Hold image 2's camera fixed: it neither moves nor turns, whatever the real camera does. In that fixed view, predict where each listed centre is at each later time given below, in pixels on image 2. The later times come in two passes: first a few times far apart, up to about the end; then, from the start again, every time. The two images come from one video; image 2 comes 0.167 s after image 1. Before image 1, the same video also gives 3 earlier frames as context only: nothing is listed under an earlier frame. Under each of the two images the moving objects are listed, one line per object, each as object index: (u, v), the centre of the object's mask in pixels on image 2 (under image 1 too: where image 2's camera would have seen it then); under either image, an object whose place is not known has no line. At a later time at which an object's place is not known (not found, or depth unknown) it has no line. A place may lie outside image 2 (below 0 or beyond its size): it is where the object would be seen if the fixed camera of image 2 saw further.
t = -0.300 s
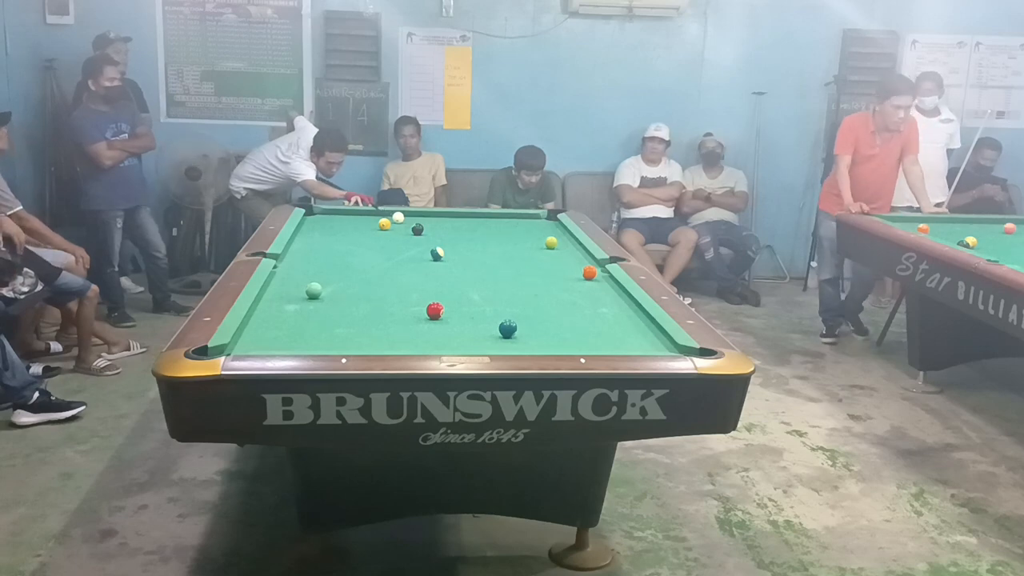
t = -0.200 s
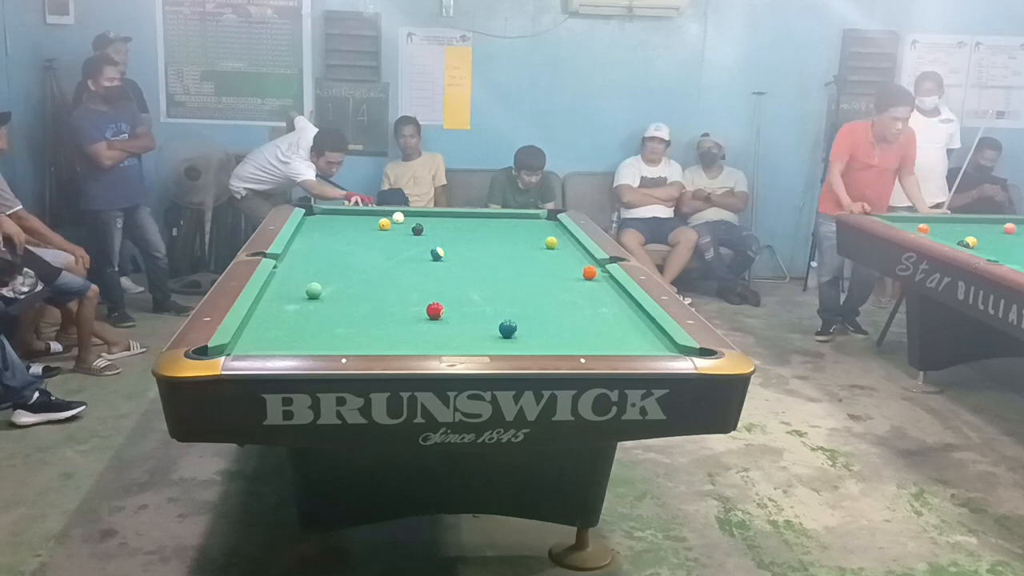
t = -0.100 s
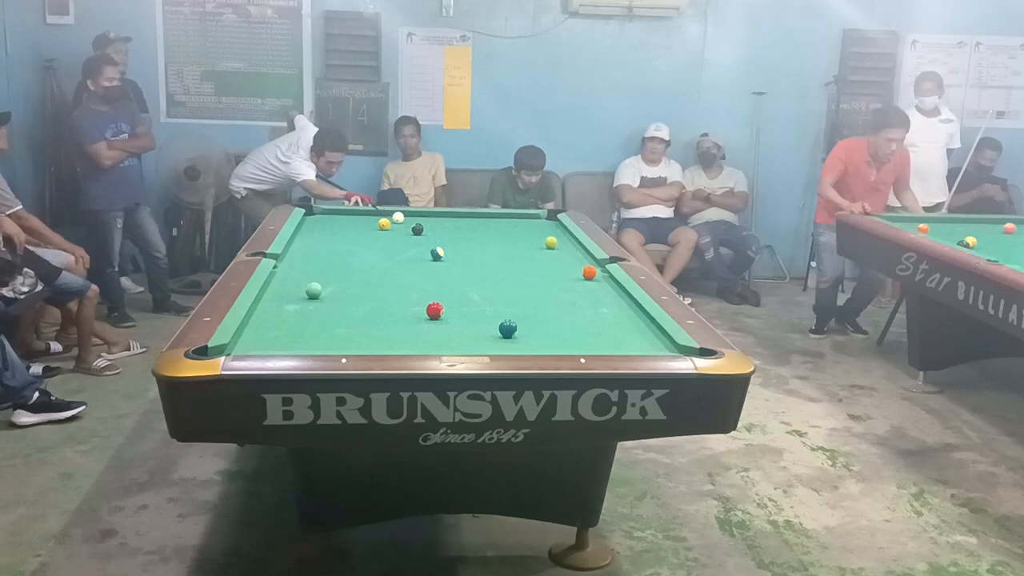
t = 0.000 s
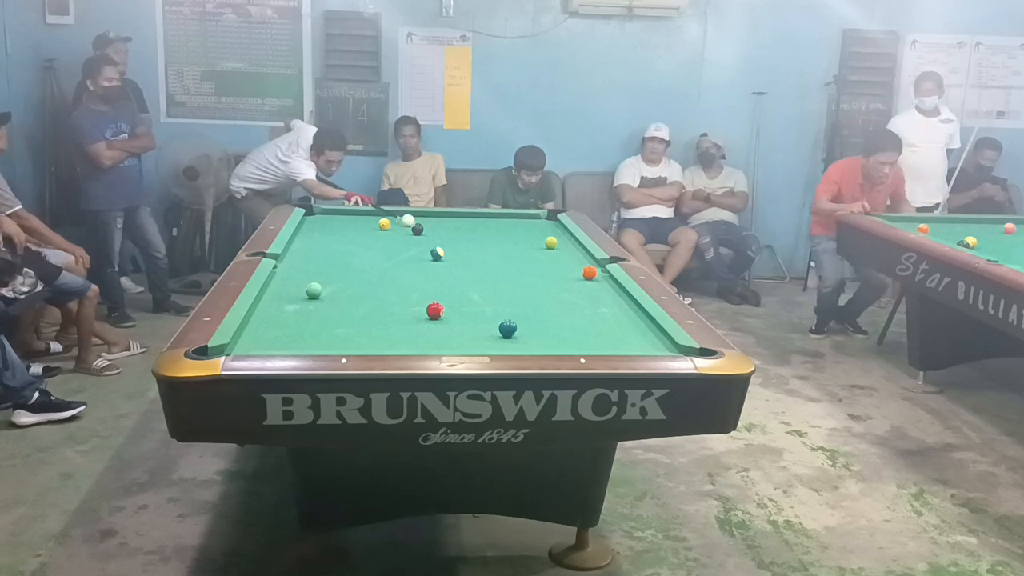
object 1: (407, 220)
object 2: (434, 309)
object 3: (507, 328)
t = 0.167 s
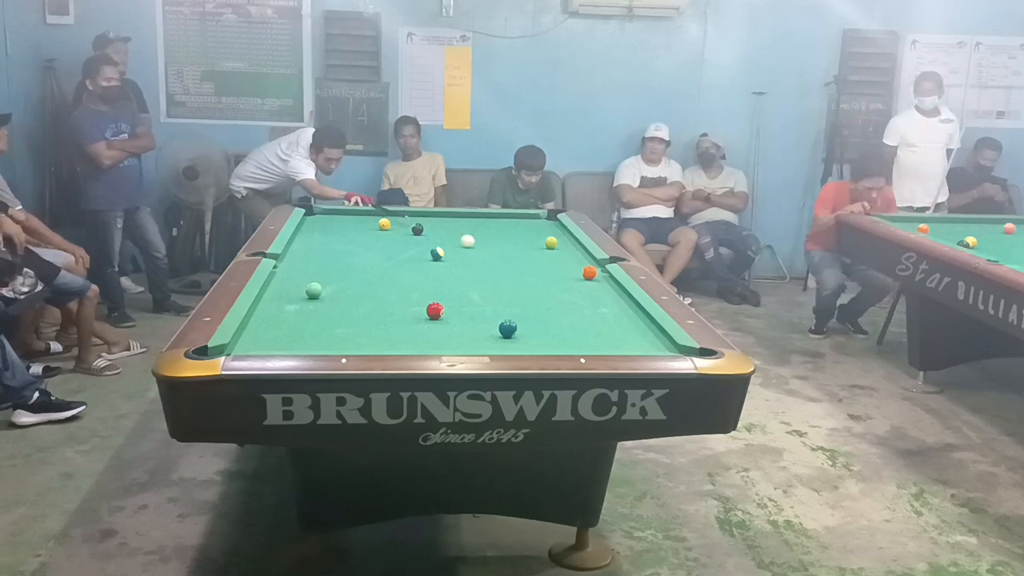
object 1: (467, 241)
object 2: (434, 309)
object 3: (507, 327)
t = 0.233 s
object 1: (492, 250)
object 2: (434, 309)
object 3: (507, 327)
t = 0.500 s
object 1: (615, 291)
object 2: (434, 309)
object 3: (507, 327)
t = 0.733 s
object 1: (607, 334)
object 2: (434, 309)
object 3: (507, 327)
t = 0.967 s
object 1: (531, 334)
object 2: (434, 309)
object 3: (507, 327)
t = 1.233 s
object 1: (501, 329)
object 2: (424, 307)
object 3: (445, 314)
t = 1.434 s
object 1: (479, 326)
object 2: (396, 300)
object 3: (432, 312)
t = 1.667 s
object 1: (456, 322)
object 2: (366, 292)
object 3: (417, 309)
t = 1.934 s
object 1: (431, 319)
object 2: (335, 283)
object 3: (401, 307)
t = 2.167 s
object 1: (411, 316)
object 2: (310, 276)
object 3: (389, 305)
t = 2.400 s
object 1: (392, 313)
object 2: (287, 271)
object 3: (378, 303)
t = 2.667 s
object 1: (373, 310)
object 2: (291, 266)
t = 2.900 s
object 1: (357, 308)
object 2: (303, 263)
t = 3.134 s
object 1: (343, 307)
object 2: (314, 261)
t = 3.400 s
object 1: (328, 305)
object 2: (325, 258)
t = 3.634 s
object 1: (317, 303)
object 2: (333, 256)
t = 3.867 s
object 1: (306, 302)
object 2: (340, 254)
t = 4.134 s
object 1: (297, 301)
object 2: (347, 252)
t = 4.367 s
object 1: (289, 301)
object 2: (353, 251)
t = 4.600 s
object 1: (282, 300)
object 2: (357, 250)
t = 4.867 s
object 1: (277, 300)
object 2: (361, 249)
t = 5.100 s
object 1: (273, 299)
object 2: (365, 248)
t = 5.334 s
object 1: (271, 300)
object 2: (367, 248)
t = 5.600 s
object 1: (270, 300)
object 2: (369, 247)
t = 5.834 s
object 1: (270, 300)
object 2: (370, 247)
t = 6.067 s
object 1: (270, 300)
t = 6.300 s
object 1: (270, 300)
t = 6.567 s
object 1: (270, 300)
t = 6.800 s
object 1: (270, 300)
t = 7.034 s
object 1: (270, 300)
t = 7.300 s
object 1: (270, 300)
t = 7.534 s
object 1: (270, 300)
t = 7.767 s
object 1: (270, 299)
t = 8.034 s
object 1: (270, 299)
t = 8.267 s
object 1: (270, 299)
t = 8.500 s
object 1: (270, 299)
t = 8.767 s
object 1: (270, 299)
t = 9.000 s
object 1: (270, 299)
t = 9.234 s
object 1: (270, 299)
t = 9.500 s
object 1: (270, 299)
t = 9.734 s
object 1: (270, 299)
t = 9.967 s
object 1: (270, 299)
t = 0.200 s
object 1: (480, 245)
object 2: (434, 309)
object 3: (507, 327)
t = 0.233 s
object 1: (492, 250)
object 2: (434, 309)
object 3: (507, 327)
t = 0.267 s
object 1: (506, 254)
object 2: (434, 309)
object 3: (507, 327)
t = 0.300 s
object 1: (519, 259)
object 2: (434, 309)
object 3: (507, 327)
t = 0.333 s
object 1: (533, 264)
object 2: (434, 309)
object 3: (507, 327)
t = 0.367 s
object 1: (548, 269)
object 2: (434, 309)
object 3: (507, 327)
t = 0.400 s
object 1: (564, 274)
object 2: (434, 309)
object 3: (507, 327)
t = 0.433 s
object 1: (580, 280)
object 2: (434, 309)
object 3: (507, 327)
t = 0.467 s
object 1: (597, 285)
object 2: (434, 309)
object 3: (507, 327)
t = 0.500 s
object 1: (615, 291)
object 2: (434, 309)
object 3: (507, 327)
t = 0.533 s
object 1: (622, 297)
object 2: (434, 309)
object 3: (507, 327)
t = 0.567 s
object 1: (618, 303)
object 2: (434, 309)
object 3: (507, 327)
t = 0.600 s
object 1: (615, 308)
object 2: (434, 309)
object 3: (507, 327)
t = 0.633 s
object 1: (613, 315)
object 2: (434, 309)
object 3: (507, 328)
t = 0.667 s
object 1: (611, 321)
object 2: (434, 309)
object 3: (507, 327)
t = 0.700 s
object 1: (609, 327)
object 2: (434, 309)
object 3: (507, 327)
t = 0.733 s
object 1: (607, 334)
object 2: (434, 309)
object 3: (507, 327)
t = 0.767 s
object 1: (604, 341)
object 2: (434, 309)
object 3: (507, 327)
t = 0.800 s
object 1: (602, 346)
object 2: (434, 309)
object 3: (507, 327)
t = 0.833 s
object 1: (593, 347)
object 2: (434, 309)
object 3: (507, 327)
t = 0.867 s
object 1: (577, 344)
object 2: (434, 309)
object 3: (507, 327)
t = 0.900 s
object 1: (561, 342)
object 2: (434, 309)
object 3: (507, 327)
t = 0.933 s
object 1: (546, 338)
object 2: (434, 309)
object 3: (507, 327)
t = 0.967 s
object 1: (531, 334)
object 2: (434, 309)
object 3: (507, 327)
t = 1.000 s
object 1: (522, 332)
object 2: (434, 309)
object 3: (502, 327)
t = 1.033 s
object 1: (521, 332)
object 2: (434, 309)
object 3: (490, 324)
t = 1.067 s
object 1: (519, 332)
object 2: (434, 309)
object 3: (479, 322)
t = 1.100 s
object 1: (515, 331)
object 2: (434, 309)
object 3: (469, 319)
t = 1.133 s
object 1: (512, 331)
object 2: (434, 309)
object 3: (460, 317)
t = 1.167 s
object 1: (508, 330)
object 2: (434, 309)
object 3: (452, 315)
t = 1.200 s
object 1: (504, 330)
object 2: (431, 309)
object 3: (447, 314)
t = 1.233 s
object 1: (501, 329)
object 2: (424, 307)
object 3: (445, 314)
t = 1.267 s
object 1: (497, 329)
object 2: (419, 306)
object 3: (444, 313)
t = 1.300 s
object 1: (493, 328)
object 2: (414, 305)
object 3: (441, 313)
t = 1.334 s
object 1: (490, 327)
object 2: (410, 304)
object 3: (439, 313)
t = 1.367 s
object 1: (486, 327)
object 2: (405, 302)
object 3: (436, 312)
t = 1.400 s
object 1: (483, 326)
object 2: (400, 301)
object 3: (434, 312)
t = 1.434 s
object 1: (479, 326)
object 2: (396, 300)
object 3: (432, 312)
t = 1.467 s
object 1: (476, 326)
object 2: (392, 299)
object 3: (430, 311)
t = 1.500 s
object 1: (472, 325)
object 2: (387, 298)
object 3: (427, 311)
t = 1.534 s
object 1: (469, 324)
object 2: (382, 296)
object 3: (425, 311)
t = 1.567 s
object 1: (466, 324)
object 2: (379, 295)
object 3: (423, 310)
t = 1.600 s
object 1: (462, 323)
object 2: (374, 294)
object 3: (421, 310)
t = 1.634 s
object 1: (459, 323)
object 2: (370, 293)
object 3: (419, 310)
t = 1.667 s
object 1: (456, 322)
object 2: (366, 292)
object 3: (417, 309)
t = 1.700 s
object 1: (452, 322)
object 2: (362, 291)
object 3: (415, 309)
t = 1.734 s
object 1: (450, 321)
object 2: (358, 290)
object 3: (413, 309)
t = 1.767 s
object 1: (446, 321)
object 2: (354, 289)
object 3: (411, 309)
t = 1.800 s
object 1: (443, 321)
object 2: (350, 287)
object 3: (409, 308)
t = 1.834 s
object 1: (440, 320)
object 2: (346, 287)
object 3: (407, 308)
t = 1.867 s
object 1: (437, 319)
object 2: (342, 285)
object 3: (405, 308)
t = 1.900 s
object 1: (434, 319)
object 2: (338, 284)
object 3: (403, 307)
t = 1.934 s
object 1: (431, 319)
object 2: (335, 283)
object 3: (401, 307)
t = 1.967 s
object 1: (428, 318)
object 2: (331, 282)
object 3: (399, 307)
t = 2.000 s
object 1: (425, 318)
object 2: (327, 281)
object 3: (398, 307)
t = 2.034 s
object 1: (422, 318)
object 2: (324, 280)
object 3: (396, 306)
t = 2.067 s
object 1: (419, 317)
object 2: (321, 278)
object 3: (394, 306)
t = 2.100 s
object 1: (416, 317)
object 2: (317, 277)
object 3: (393, 306)
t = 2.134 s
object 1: (413, 316)
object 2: (313, 277)
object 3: (391, 306)
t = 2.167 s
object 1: (411, 316)
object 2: (310, 276)
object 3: (389, 305)
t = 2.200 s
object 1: (408, 315)
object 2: (306, 276)
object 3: (388, 305)
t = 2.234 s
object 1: (405, 315)
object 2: (303, 275)
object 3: (386, 305)
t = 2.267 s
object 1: (403, 315)
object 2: (300, 274)
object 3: (385, 304)
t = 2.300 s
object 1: (400, 314)
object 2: (296, 273)
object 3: (383, 304)
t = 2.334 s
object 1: (397, 314)
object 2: (293, 272)
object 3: (382, 304)
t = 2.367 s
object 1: (395, 314)
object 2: (290, 271)
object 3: (380, 303)
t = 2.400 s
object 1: (392, 313)
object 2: (287, 271)
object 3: (378, 303)
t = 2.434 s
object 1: (390, 313)
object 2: (283, 270)
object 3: (377, 303)
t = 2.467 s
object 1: (387, 313)
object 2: (281, 269)
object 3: (375, 303)
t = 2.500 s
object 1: (385, 312)
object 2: (282, 269)
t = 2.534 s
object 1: (382, 312)
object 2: (284, 268)
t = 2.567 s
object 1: (380, 312)
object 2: (286, 267)
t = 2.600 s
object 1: (378, 311)
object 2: (288, 267)
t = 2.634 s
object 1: (375, 311)
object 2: (289, 266)
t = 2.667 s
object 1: (373, 310)
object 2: (291, 266)
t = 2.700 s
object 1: (370, 310)
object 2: (293, 266)
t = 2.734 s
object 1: (368, 310)
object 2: (295, 265)
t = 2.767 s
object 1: (366, 310)
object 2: (297, 265)
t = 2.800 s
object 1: (364, 309)
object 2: (298, 264)
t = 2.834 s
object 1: (362, 309)
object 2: (300, 264)
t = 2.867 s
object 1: (359, 309)
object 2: (301, 263)
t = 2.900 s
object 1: (357, 308)
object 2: (303, 263)
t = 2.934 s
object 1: (355, 308)
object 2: (305, 263)
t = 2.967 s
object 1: (353, 308)
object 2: (306, 262)
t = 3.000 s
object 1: (351, 308)
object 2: (308, 262)
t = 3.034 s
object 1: (349, 307)
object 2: (309, 262)
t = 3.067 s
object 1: (347, 307)
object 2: (311, 261)
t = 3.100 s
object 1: (345, 307)
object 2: (312, 261)
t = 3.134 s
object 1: (343, 307)
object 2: (314, 261)
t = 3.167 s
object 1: (341, 306)
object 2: (315, 260)
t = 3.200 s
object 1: (339, 306)
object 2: (316, 260)
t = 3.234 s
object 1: (337, 306)
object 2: (318, 259)
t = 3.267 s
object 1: (335, 306)
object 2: (319, 259)
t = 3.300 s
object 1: (333, 306)
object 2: (321, 259)
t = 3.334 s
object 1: (332, 305)
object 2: (322, 259)
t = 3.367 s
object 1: (330, 305)
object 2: (323, 258)
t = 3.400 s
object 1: (328, 305)
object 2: (325, 258)
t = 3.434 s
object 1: (326, 304)
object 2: (326, 258)
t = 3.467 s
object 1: (325, 304)
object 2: (327, 257)
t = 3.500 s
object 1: (323, 304)
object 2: (328, 257)
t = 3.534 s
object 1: (321, 304)
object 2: (329, 257)
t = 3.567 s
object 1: (320, 304)
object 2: (330, 256)
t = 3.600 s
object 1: (318, 303)
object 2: (332, 256)
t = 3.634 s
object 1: (317, 303)
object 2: (333, 256)
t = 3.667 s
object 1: (315, 303)
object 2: (334, 256)
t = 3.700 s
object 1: (314, 303)
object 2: (335, 255)
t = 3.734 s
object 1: (312, 303)
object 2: (336, 255)
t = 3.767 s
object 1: (311, 303)
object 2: (337, 255)
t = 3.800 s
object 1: (309, 303)
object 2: (338, 255)
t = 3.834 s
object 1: (308, 302)
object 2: (339, 254)
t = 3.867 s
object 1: (306, 302)
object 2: (340, 254)
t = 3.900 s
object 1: (305, 302)
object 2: (341, 254)
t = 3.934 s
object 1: (304, 302)
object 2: (342, 253)
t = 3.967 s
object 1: (303, 302)
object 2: (343, 253)
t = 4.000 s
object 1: (301, 302)
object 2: (344, 253)
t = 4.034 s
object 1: (300, 301)
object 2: (345, 253)
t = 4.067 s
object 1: (299, 301)
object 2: (346, 253)
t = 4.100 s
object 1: (298, 301)
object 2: (347, 253)
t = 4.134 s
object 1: (297, 301)
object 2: (347, 252)
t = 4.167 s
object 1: (296, 301)
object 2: (348, 252)
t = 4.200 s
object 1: (294, 301)
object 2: (349, 252)
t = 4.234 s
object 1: (293, 301)
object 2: (350, 252)
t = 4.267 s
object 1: (292, 301)
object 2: (351, 252)
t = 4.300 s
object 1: (291, 301)
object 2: (351, 251)
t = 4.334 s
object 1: (290, 301)
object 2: (352, 251)
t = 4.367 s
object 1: (289, 301)
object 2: (353, 251)
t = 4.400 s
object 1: (288, 301)
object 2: (353, 251)
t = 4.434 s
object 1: (287, 301)
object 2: (354, 251)
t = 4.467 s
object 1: (286, 300)
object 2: (355, 250)
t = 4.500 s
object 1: (285, 300)
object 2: (355, 250)
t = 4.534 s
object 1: (284, 300)
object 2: (356, 250)
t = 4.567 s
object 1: (283, 300)
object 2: (357, 250)
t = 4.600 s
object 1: (282, 300)
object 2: (357, 250)
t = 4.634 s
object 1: (281, 300)
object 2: (358, 250)
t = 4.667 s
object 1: (281, 300)
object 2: (358, 250)
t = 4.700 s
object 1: (280, 300)
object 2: (359, 249)
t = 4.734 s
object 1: (279, 300)
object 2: (359, 249)
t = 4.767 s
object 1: (279, 300)
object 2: (360, 249)
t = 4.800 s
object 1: (278, 300)
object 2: (361, 249)
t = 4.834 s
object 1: (277, 300)
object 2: (361, 249)
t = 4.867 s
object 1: (277, 300)
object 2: (361, 249)
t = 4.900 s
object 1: (276, 300)
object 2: (362, 249)
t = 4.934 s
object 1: (276, 300)
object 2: (362, 249)
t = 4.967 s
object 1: (275, 300)
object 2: (363, 249)
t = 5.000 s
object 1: (275, 300)
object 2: (363, 249)
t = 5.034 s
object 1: (274, 300)
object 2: (364, 249)
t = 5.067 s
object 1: (274, 300)
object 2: (364, 248)
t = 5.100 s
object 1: (273, 299)
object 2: (365, 248)
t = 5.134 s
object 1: (273, 299)
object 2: (365, 248)
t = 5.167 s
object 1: (272, 299)
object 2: (366, 248)
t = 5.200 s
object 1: (272, 299)
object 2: (366, 248)
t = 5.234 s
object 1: (272, 300)
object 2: (366, 248)
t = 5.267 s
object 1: (271, 300)
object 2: (367, 248)
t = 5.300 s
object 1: (271, 300)
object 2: (367, 248)
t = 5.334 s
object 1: (271, 300)
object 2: (367, 248)
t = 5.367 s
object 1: (270, 299)
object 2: (368, 248)
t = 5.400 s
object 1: (270, 300)
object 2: (368, 248)
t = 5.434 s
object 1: (270, 300)
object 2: (368, 248)
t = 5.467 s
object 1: (270, 300)
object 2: (369, 248)
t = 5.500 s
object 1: (270, 299)
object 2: (369, 247)
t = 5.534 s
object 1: (270, 299)
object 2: (369, 247)
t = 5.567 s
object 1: (270, 300)
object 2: (369, 247)
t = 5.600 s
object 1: (270, 300)
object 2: (369, 247)
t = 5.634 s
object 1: (270, 300)
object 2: (369, 247)
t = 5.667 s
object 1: (270, 299)
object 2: (370, 247)
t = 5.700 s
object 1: (270, 300)
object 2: (370, 247)
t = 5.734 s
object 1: (270, 300)
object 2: (370, 247)
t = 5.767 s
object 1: (270, 300)
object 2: (370, 247)
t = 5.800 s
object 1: (270, 300)
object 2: (370, 247)
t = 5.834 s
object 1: (270, 300)
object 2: (370, 247)
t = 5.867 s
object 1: (270, 300)
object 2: (370, 247)
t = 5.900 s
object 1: (270, 300)
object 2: (370, 247)
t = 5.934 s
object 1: (270, 300)
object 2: (370, 247)
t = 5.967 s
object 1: (270, 300)
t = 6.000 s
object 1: (270, 300)
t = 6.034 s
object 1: (270, 300)
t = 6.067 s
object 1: (270, 300)
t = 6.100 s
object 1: (270, 300)
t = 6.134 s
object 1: (270, 300)
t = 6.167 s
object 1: (270, 300)
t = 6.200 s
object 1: (270, 300)
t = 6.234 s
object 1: (270, 300)
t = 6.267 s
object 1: (270, 300)
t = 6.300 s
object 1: (270, 300)
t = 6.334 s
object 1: (270, 300)
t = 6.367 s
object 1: (270, 300)
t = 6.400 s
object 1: (270, 300)
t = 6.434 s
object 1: (270, 300)
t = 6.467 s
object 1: (270, 300)
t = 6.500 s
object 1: (270, 300)
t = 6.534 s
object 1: (270, 300)
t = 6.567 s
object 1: (270, 300)
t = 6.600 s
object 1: (270, 299)
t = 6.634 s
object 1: (270, 300)
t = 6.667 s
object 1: (270, 300)
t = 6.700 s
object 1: (270, 300)
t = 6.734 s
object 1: (270, 300)
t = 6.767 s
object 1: (270, 300)
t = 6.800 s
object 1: (270, 300)
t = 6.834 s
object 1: (270, 300)
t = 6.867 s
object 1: (270, 300)
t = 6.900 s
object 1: (270, 300)
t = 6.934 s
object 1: (270, 300)
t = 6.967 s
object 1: (270, 300)
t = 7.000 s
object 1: (270, 300)
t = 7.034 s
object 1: (270, 300)
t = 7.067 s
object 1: (270, 300)
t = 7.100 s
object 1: (270, 300)
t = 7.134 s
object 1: (270, 300)
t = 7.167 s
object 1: (270, 300)
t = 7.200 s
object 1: (270, 300)
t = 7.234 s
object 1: (270, 300)
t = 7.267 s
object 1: (270, 300)
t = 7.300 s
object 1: (270, 300)
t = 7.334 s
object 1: (270, 300)
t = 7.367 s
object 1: (270, 300)
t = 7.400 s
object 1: (270, 300)
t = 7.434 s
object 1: (270, 300)
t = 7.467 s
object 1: (270, 300)
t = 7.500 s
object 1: (270, 300)
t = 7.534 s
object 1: (270, 300)
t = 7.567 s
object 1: (270, 300)
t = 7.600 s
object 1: (270, 300)
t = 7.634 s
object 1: (270, 300)
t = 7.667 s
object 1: (270, 300)
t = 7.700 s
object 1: (270, 300)
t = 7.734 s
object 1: (270, 300)
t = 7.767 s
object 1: (270, 299)
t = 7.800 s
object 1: (270, 299)
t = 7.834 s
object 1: (270, 299)
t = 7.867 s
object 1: (270, 299)
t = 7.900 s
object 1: (270, 299)
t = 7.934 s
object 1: (270, 299)
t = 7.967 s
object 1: (270, 299)
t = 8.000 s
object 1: (270, 299)
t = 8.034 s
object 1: (270, 299)
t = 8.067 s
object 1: (270, 299)
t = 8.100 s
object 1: (270, 299)
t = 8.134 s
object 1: (270, 299)
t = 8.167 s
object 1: (270, 299)
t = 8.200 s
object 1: (270, 299)
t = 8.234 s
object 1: (270, 299)
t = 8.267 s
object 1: (270, 299)
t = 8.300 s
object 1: (270, 299)
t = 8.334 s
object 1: (270, 299)
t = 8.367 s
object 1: (270, 299)
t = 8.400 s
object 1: (270, 299)
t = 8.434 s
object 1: (270, 299)
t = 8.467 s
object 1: (270, 299)
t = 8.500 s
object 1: (270, 299)
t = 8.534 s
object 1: (270, 299)
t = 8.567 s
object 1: (270, 299)
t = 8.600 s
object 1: (270, 299)
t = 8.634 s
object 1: (270, 299)
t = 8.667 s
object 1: (270, 299)
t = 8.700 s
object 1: (270, 299)
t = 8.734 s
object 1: (270, 299)
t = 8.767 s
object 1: (270, 299)
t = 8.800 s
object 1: (270, 299)
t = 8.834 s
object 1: (270, 299)
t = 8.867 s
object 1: (270, 299)
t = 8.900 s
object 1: (270, 299)
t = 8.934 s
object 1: (270, 299)
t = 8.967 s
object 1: (270, 299)
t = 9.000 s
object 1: (270, 299)
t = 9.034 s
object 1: (270, 299)
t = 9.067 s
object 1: (270, 299)
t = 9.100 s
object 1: (270, 299)
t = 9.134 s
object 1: (270, 299)
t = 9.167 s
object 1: (270, 299)
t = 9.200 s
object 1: (270, 299)
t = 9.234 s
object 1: (270, 299)
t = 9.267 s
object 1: (270, 299)
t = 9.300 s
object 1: (270, 299)
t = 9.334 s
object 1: (270, 299)
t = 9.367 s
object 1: (270, 299)
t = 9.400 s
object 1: (270, 299)
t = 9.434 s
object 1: (270, 299)
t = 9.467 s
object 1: (270, 299)
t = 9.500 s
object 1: (270, 299)
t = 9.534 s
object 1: (270, 299)
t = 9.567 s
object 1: (270, 299)
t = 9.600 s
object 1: (270, 299)
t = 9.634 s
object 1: (270, 299)
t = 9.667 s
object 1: (270, 299)
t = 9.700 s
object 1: (270, 299)
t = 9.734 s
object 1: (270, 299)
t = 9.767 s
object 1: (270, 299)
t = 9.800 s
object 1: (270, 299)
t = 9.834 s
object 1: (270, 299)
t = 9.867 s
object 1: (270, 299)
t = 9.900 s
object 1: (270, 299)
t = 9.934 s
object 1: (270, 299)
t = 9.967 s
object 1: (270, 299)
